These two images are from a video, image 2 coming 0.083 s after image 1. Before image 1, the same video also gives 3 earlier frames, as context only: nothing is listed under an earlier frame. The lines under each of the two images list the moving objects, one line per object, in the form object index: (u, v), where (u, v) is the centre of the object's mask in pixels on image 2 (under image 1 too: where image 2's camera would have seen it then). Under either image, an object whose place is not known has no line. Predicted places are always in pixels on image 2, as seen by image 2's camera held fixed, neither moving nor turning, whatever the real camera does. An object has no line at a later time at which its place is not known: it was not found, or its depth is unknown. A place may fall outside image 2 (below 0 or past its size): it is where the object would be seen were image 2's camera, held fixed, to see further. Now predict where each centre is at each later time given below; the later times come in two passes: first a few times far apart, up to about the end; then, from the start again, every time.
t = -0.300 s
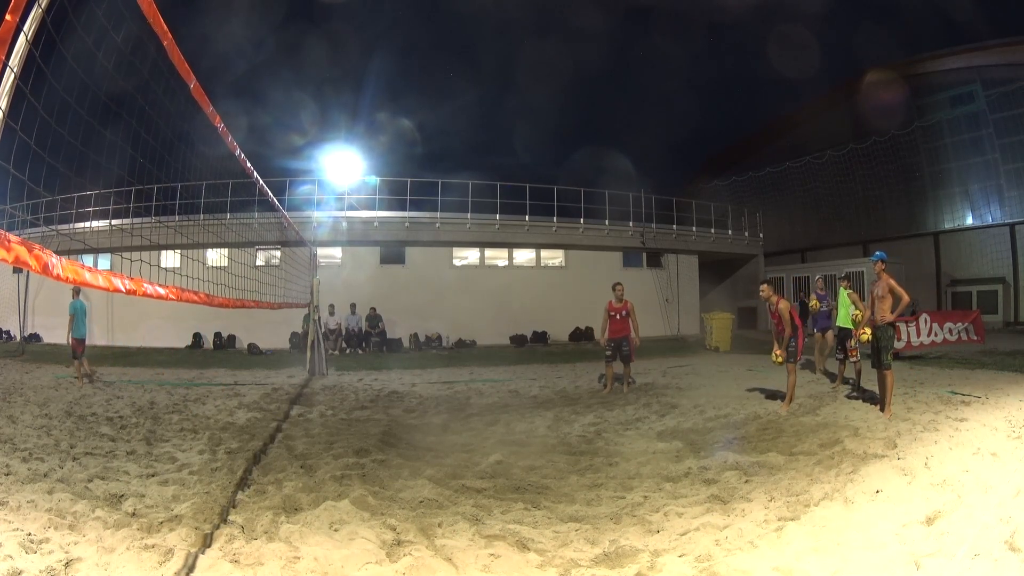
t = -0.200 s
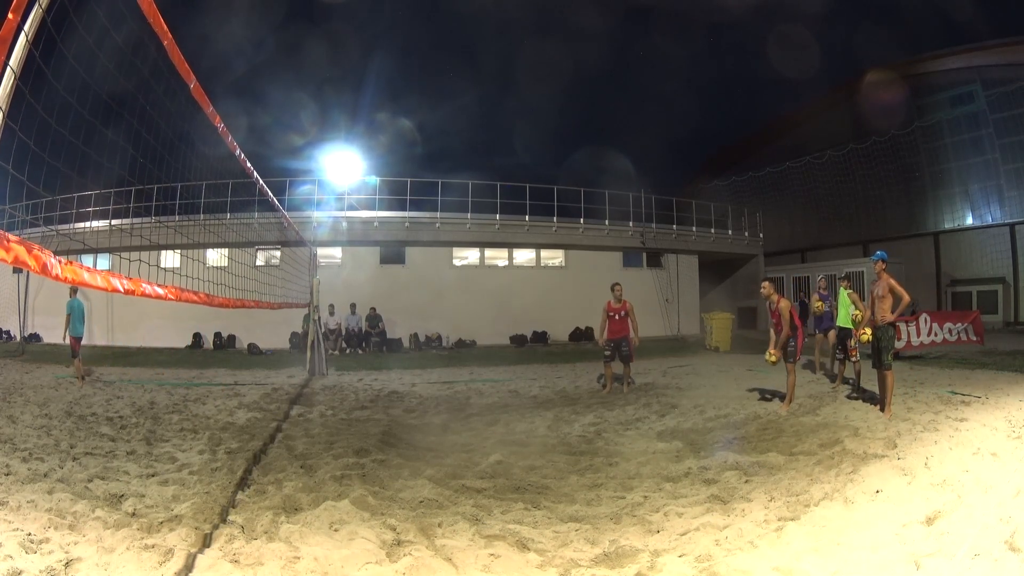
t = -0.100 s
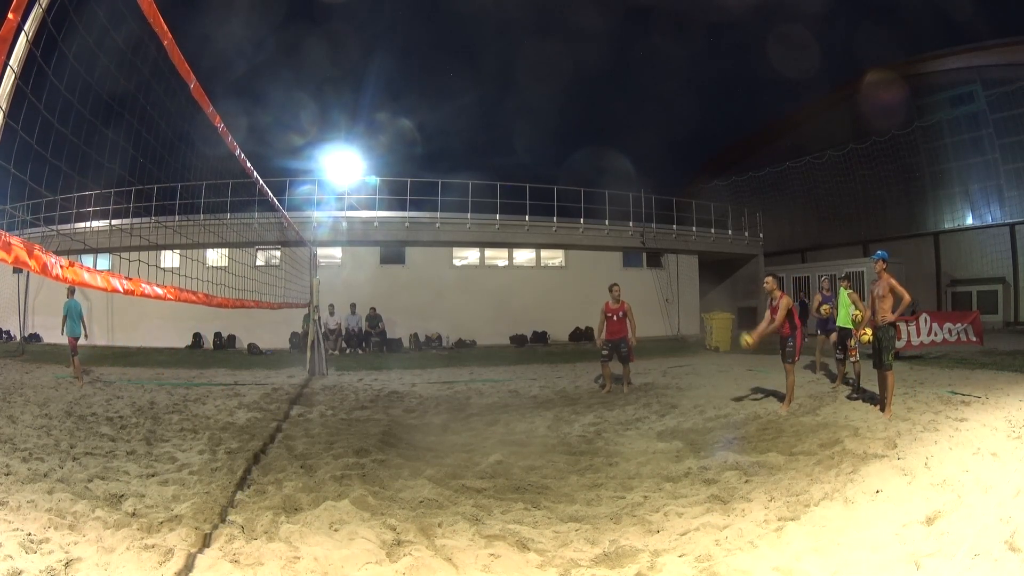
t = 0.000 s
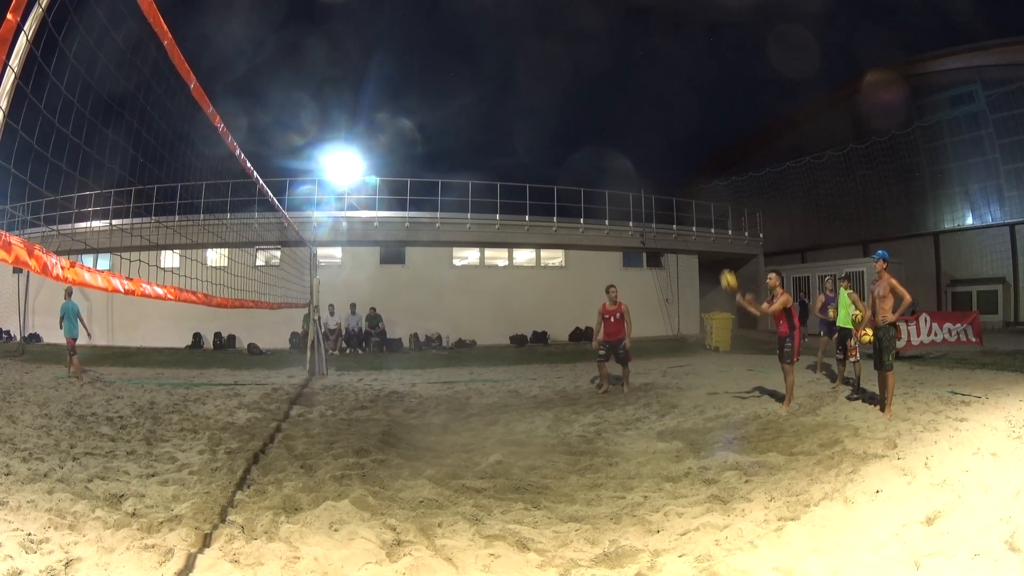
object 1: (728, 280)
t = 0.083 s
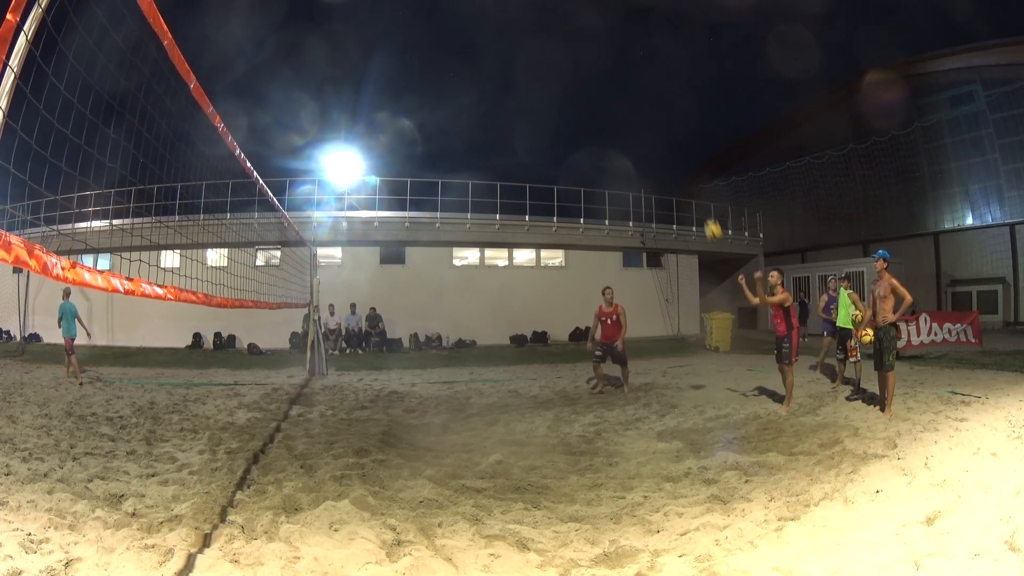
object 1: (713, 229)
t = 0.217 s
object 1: (687, 162)
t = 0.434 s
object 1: (645, 84)
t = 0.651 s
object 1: (606, 43)
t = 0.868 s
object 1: (568, 33)
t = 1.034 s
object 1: (539, 47)
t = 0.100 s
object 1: (709, 220)
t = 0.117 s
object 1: (705, 211)
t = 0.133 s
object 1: (703, 202)
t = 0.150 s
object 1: (700, 194)
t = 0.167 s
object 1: (697, 185)
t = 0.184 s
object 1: (693, 177)
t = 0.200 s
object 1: (690, 169)
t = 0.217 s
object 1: (687, 162)
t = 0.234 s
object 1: (684, 155)
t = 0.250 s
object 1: (680, 148)
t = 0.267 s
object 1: (677, 141)
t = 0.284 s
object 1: (674, 134)
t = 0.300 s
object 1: (670, 128)
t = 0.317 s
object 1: (667, 122)
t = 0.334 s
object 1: (664, 115)
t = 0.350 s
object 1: (661, 110)
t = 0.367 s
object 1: (658, 104)
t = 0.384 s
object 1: (654, 99)
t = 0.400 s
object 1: (651, 94)
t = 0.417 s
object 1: (648, 89)
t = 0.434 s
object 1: (645, 84)
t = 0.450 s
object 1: (642, 80)
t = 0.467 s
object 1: (639, 76)
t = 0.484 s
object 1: (636, 72)
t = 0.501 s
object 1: (633, 68)
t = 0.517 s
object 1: (630, 64)
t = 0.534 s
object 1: (627, 61)
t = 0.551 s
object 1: (624, 58)
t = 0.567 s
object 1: (621, 55)
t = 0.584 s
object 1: (618, 52)
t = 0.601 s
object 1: (615, 49)
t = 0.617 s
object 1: (612, 47)
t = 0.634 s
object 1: (609, 45)
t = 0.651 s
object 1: (606, 43)
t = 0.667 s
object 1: (603, 41)
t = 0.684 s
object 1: (600, 39)
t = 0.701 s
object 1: (597, 38)
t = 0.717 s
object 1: (594, 36)
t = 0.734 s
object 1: (591, 35)
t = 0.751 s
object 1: (588, 34)
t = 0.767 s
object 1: (585, 33)
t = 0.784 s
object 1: (583, 33)
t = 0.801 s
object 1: (580, 33)
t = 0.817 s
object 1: (577, 32)
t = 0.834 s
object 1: (574, 32)
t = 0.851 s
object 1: (571, 32)
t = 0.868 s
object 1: (568, 33)
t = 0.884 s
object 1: (565, 33)
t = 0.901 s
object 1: (562, 34)
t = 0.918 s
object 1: (559, 35)
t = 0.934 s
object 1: (557, 36)
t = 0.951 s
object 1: (554, 37)
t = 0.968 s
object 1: (551, 39)
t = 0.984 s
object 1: (548, 41)
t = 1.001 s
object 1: (545, 42)
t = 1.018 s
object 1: (542, 45)
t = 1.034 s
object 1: (539, 47)
